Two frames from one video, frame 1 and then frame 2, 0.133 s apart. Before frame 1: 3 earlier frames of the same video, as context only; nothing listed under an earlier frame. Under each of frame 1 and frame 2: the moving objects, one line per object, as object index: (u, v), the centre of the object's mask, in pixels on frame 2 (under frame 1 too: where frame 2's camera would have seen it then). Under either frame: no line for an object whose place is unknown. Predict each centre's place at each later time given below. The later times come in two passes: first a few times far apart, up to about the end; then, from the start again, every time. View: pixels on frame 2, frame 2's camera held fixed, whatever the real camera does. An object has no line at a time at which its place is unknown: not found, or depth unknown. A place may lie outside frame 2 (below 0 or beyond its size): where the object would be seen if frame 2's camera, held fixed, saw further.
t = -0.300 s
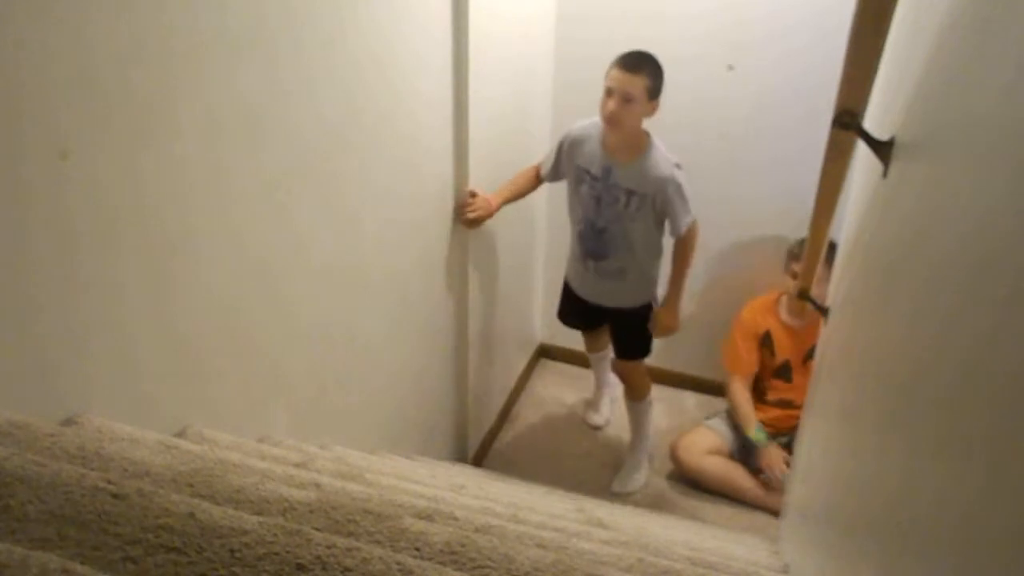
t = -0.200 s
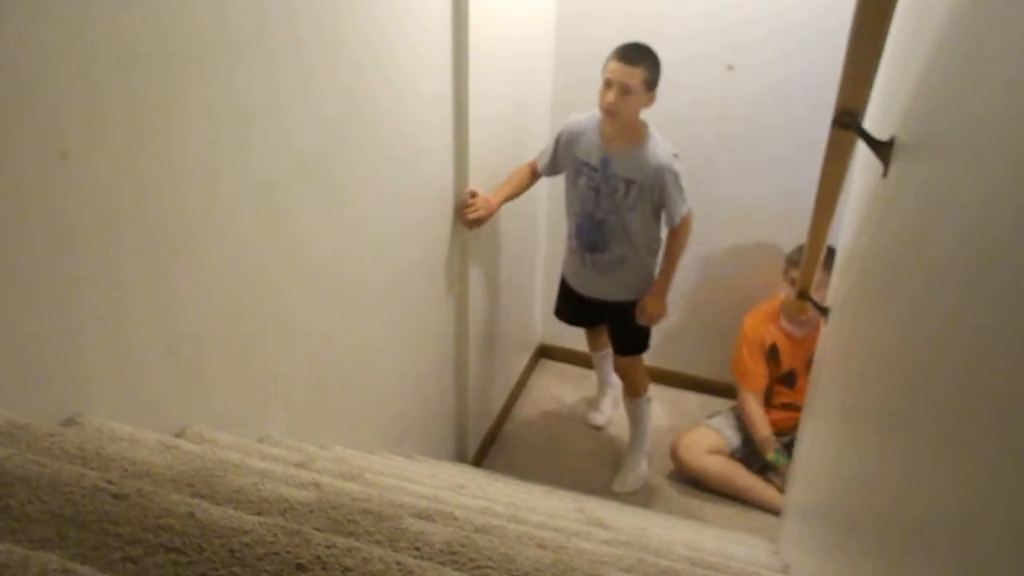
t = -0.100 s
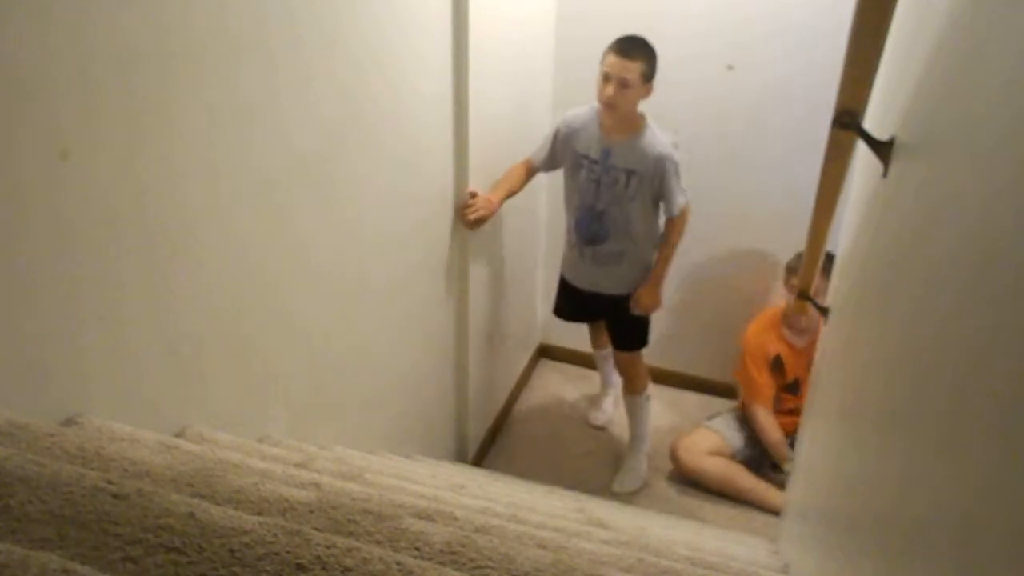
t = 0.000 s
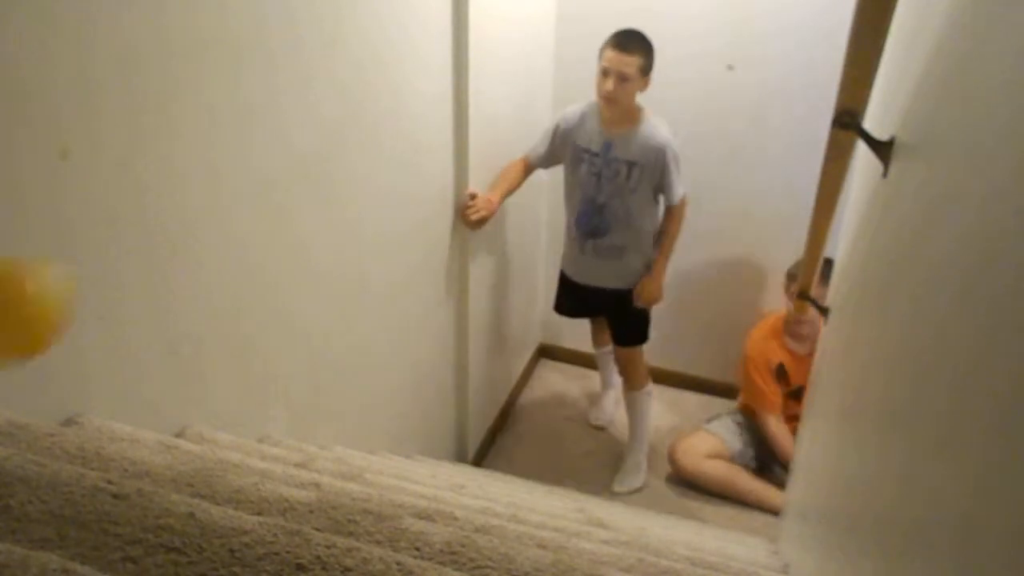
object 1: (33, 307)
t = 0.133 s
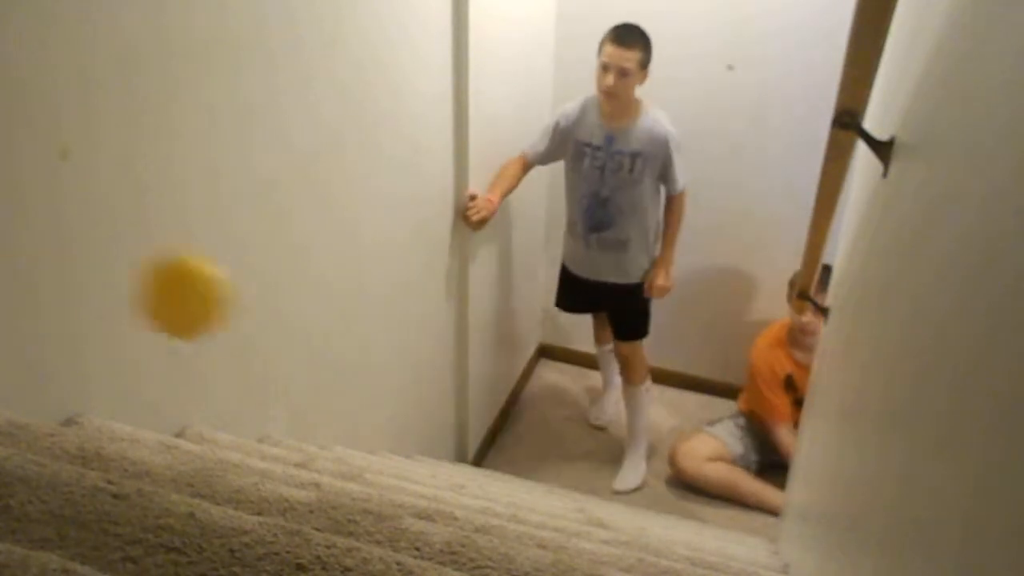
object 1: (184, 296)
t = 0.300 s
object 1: (328, 413)
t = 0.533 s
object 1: (462, 286)
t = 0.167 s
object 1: (220, 312)
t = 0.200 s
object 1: (249, 332)
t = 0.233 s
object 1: (280, 357)
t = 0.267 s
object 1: (307, 387)
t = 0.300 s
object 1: (328, 413)
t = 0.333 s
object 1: (352, 445)
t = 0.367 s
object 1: (372, 438)
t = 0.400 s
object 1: (391, 397)
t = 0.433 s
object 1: (412, 359)
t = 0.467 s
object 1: (430, 328)
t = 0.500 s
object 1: (446, 306)
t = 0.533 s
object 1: (462, 286)
